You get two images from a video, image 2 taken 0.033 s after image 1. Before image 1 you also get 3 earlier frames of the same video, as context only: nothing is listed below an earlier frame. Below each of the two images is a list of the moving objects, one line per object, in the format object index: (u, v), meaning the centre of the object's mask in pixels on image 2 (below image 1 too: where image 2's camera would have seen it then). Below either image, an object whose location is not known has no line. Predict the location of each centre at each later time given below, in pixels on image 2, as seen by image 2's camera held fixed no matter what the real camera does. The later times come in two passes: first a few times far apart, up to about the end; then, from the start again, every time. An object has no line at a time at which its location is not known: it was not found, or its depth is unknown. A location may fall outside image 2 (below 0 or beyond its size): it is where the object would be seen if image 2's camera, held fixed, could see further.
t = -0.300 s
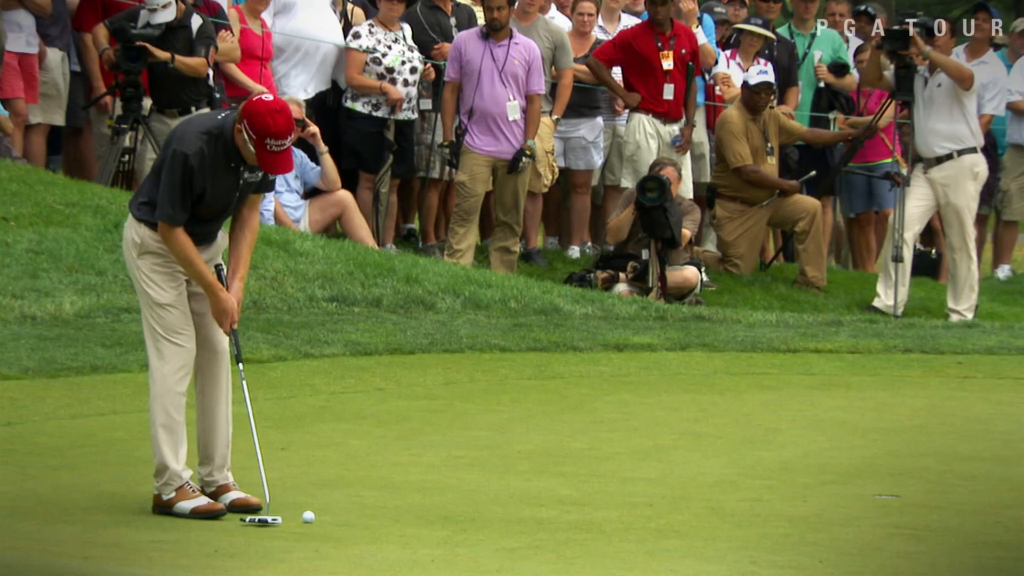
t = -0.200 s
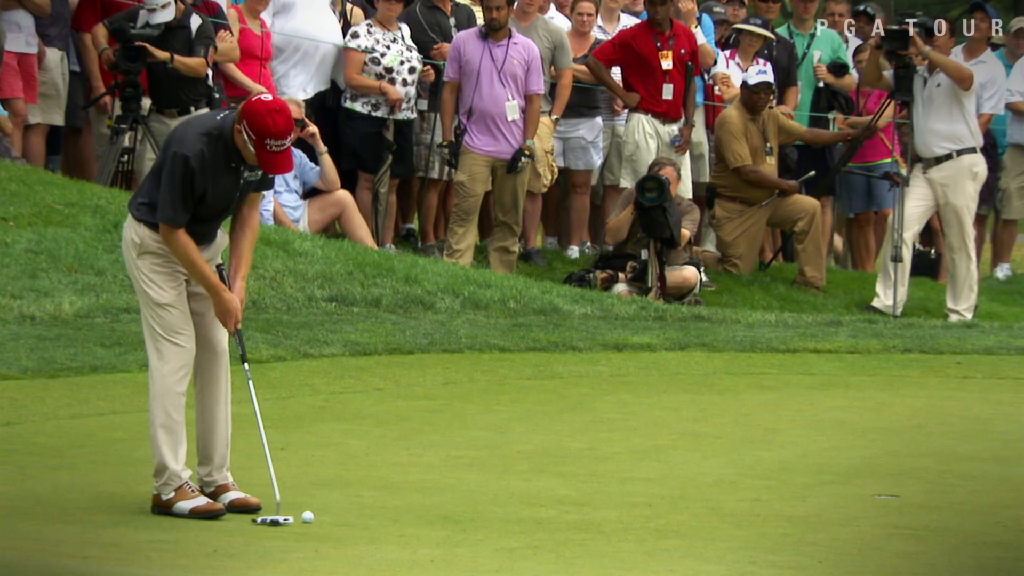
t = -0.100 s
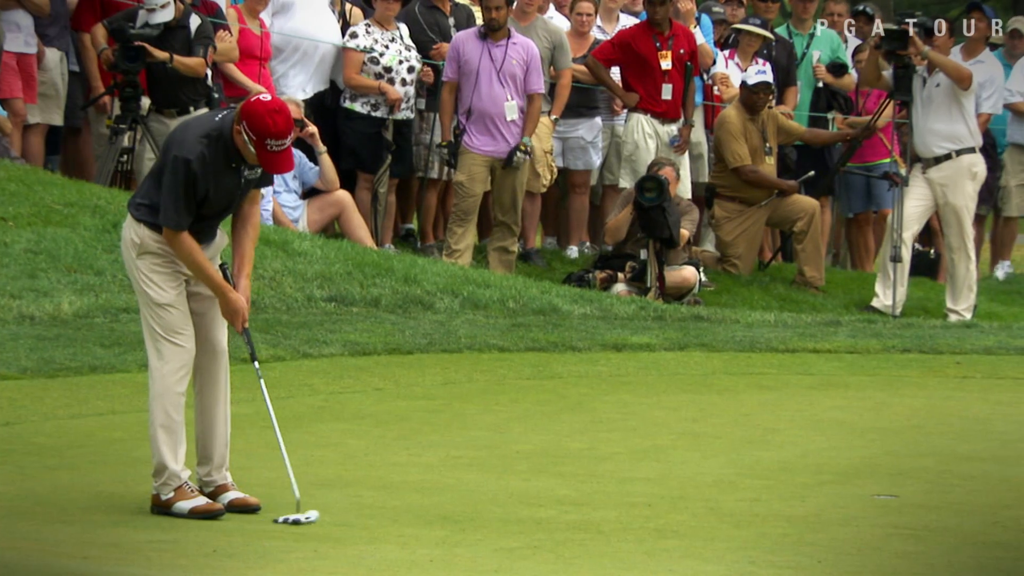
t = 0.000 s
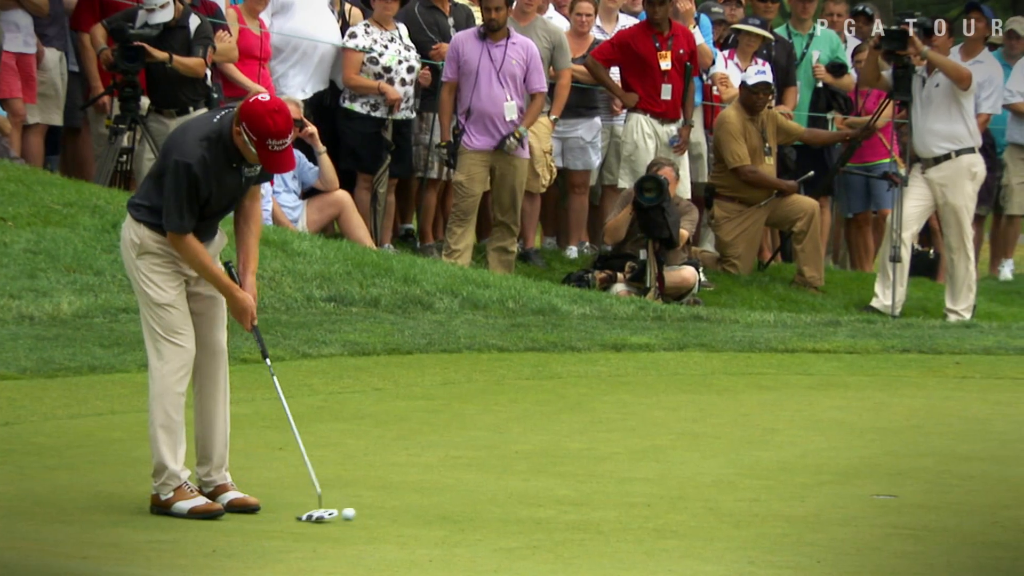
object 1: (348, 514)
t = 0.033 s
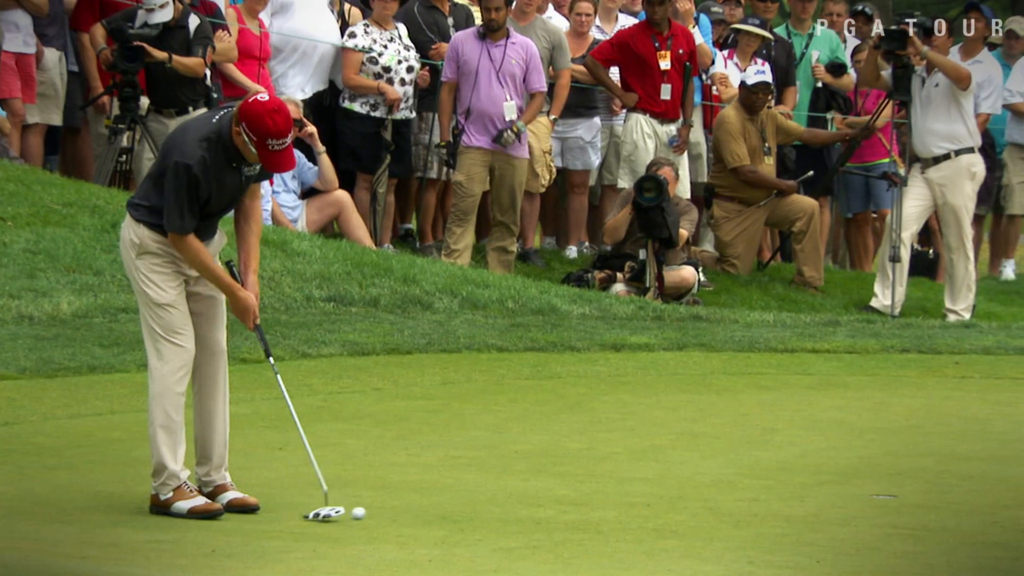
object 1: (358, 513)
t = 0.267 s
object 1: (425, 509)
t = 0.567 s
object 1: (504, 504)
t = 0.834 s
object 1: (568, 501)
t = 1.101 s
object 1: (623, 498)
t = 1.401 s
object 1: (682, 496)
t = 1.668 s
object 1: (729, 495)
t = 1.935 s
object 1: (769, 494)
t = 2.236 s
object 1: (811, 493)
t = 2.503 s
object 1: (843, 493)
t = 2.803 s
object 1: (873, 492)
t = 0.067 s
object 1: (368, 513)
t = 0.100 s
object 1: (378, 512)
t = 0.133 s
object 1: (387, 511)
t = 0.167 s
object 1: (397, 511)
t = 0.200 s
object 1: (406, 510)
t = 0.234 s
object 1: (416, 509)
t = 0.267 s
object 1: (425, 509)
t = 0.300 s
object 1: (434, 508)
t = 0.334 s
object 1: (443, 507)
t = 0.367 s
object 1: (452, 507)
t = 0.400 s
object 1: (461, 506)
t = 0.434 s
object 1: (470, 505)
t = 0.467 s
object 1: (478, 505)
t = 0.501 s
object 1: (486, 505)
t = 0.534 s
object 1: (495, 504)
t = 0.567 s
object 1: (504, 504)
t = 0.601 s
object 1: (512, 503)
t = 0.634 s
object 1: (520, 503)
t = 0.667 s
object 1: (528, 502)
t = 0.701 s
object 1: (536, 502)
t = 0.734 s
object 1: (544, 502)
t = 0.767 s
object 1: (552, 501)
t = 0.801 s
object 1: (560, 501)
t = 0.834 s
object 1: (568, 501)
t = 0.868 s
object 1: (575, 500)
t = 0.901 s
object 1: (583, 500)
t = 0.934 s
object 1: (590, 500)
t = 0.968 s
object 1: (597, 499)
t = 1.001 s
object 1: (604, 499)
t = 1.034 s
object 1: (611, 499)
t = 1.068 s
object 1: (616, 498)
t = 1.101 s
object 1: (623, 498)
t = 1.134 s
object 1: (630, 498)
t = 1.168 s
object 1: (637, 498)
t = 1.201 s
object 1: (644, 497)
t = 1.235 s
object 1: (650, 497)
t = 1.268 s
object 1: (657, 497)
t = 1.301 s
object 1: (663, 497)
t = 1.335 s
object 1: (670, 496)
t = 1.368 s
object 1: (676, 496)
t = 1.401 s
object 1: (682, 496)
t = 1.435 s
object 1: (688, 496)
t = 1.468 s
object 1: (694, 496)
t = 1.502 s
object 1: (700, 495)
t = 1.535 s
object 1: (706, 495)
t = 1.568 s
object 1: (711, 495)
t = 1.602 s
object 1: (717, 495)
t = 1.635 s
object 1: (723, 495)
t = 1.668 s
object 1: (729, 495)
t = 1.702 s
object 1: (734, 495)
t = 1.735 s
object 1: (739, 495)
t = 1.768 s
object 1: (745, 494)
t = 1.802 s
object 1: (750, 494)
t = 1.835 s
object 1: (755, 494)
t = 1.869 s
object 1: (760, 494)
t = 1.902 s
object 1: (765, 494)
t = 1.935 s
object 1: (769, 494)
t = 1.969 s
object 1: (774, 494)
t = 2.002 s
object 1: (779, 493)
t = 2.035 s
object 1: (784, 493)
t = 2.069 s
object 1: (789, 493)
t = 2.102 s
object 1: (793, 493)
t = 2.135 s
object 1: (798, 493)
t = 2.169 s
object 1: (802, 493)
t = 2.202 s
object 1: (807, 493)
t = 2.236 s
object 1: (811, 493)
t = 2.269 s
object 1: (815, 493)
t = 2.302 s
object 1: (819, 493)
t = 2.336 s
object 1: (823, 493)
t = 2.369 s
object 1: (828, 493)
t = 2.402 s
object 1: (831, 493)
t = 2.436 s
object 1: (835, 493)
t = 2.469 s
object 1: (839, 493)
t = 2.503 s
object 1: (843, 493)
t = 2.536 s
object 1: (846, 493)
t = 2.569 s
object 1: (850, 493)
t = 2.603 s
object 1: (854, 492)
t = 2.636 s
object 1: (857, 492)
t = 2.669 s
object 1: (860, 492)
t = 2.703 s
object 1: (864, 492)
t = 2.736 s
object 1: (867, 492)
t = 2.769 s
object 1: (870, 492)
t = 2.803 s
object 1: (873, 492)
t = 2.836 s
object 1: (876, 494)
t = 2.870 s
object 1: (879, 497)
